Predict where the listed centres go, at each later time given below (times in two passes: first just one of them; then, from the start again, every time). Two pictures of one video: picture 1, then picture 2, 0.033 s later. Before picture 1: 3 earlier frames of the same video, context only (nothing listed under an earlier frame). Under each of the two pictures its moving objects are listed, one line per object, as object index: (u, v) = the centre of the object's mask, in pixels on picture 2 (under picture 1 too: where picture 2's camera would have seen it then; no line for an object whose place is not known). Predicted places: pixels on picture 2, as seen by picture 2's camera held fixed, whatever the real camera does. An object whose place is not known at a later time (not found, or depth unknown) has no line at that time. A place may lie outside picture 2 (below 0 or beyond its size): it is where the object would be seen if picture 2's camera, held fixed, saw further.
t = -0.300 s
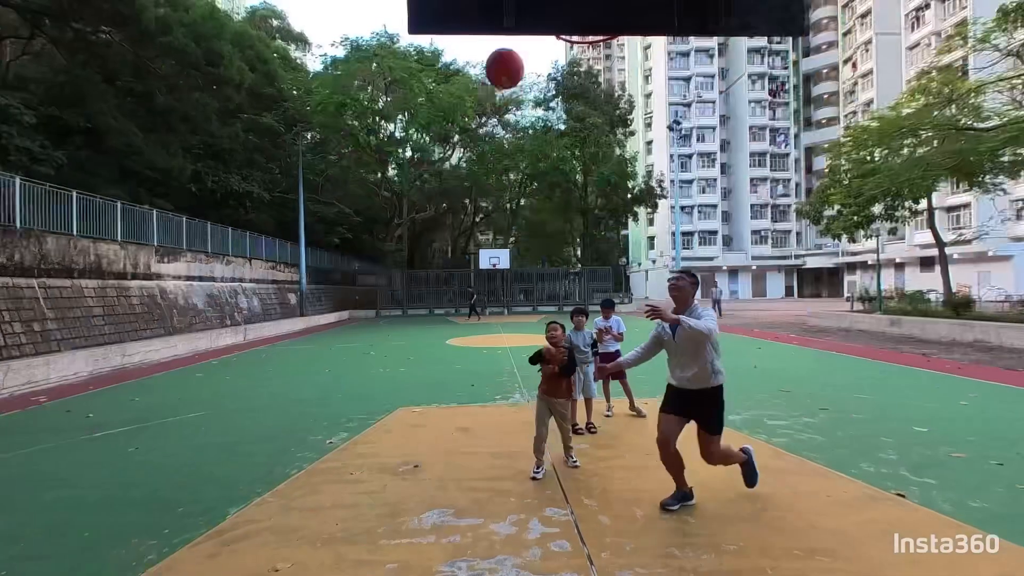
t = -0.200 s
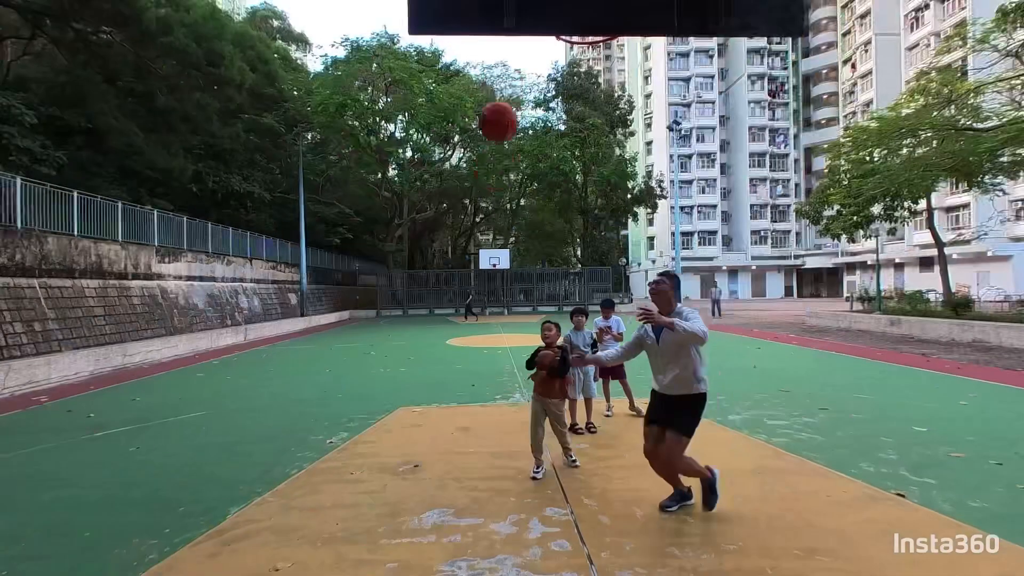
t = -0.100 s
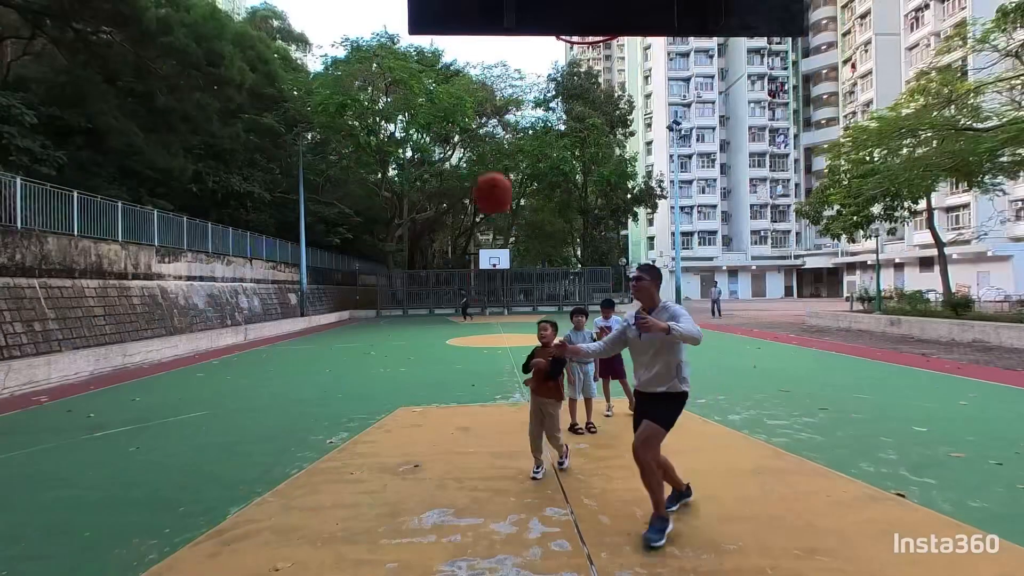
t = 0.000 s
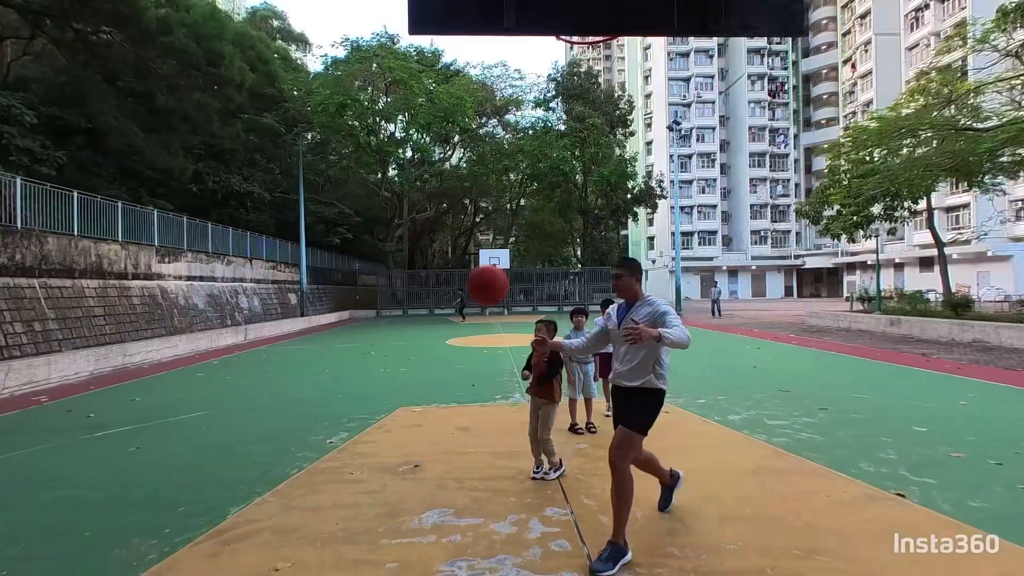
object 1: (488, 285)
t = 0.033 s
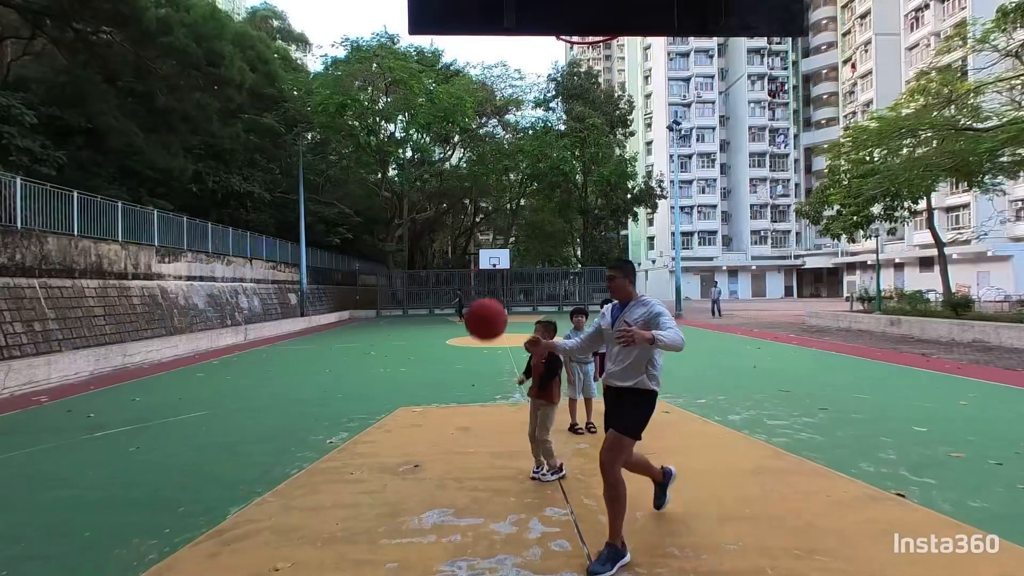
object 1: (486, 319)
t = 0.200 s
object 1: (477, 529)
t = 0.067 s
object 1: (484, 357)
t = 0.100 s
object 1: (482, 396)
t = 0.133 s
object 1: (481, 438)
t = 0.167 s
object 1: (479, 482)
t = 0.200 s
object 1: (477, 529)
